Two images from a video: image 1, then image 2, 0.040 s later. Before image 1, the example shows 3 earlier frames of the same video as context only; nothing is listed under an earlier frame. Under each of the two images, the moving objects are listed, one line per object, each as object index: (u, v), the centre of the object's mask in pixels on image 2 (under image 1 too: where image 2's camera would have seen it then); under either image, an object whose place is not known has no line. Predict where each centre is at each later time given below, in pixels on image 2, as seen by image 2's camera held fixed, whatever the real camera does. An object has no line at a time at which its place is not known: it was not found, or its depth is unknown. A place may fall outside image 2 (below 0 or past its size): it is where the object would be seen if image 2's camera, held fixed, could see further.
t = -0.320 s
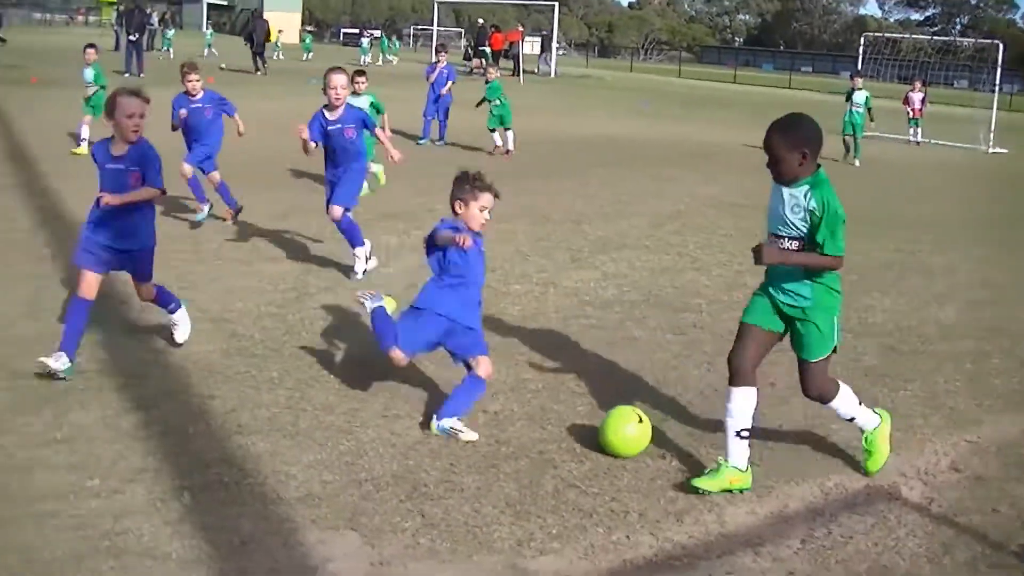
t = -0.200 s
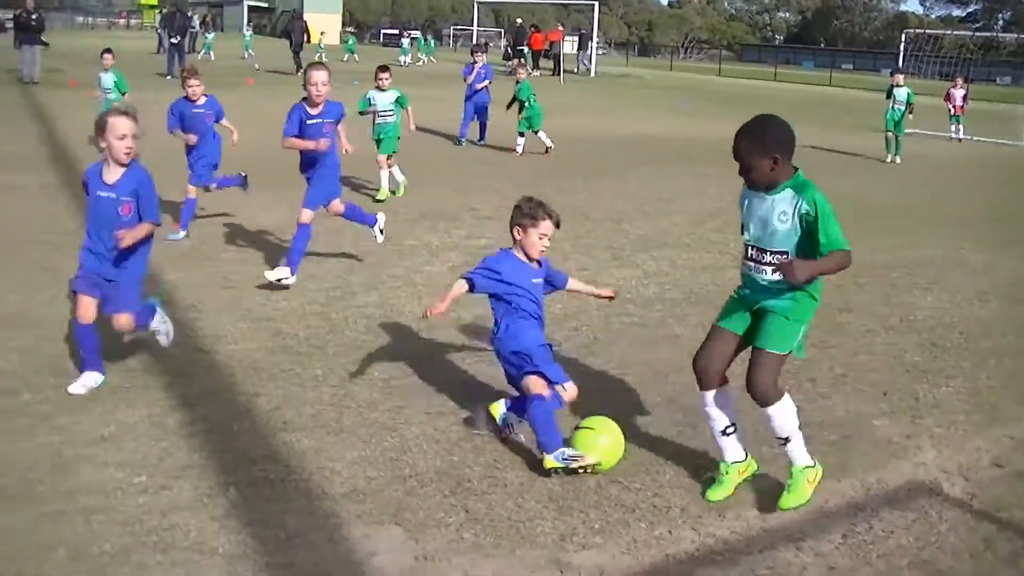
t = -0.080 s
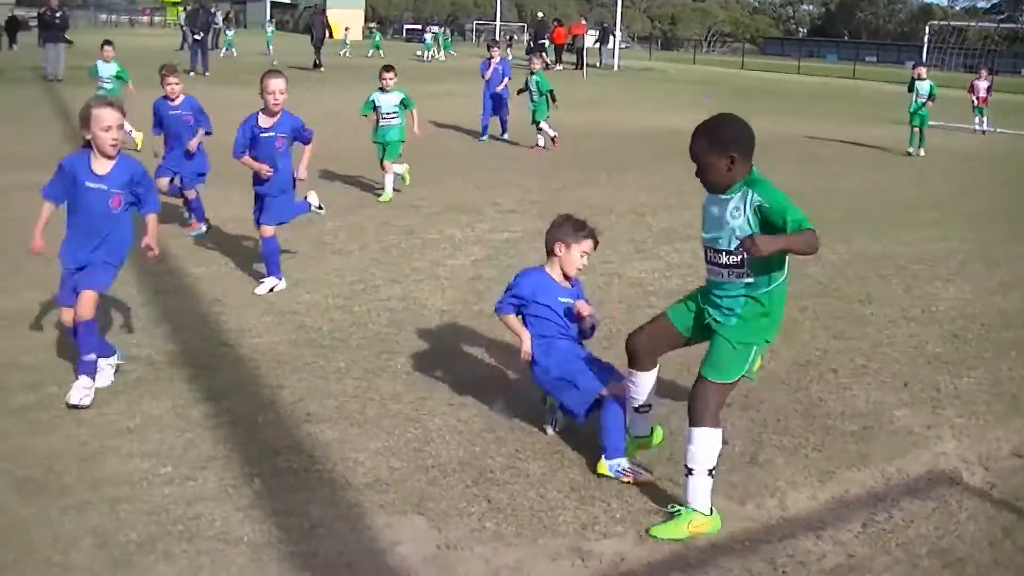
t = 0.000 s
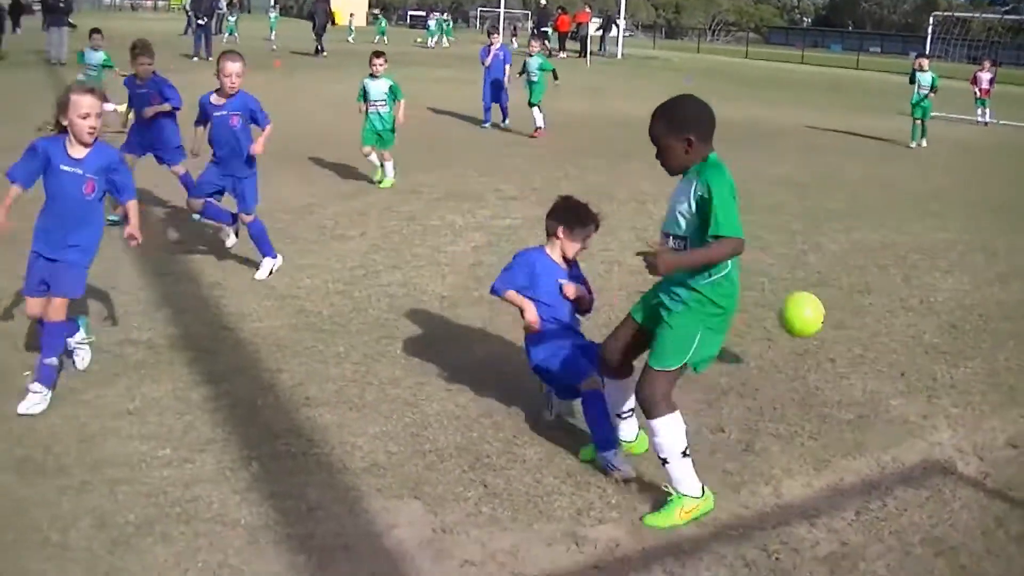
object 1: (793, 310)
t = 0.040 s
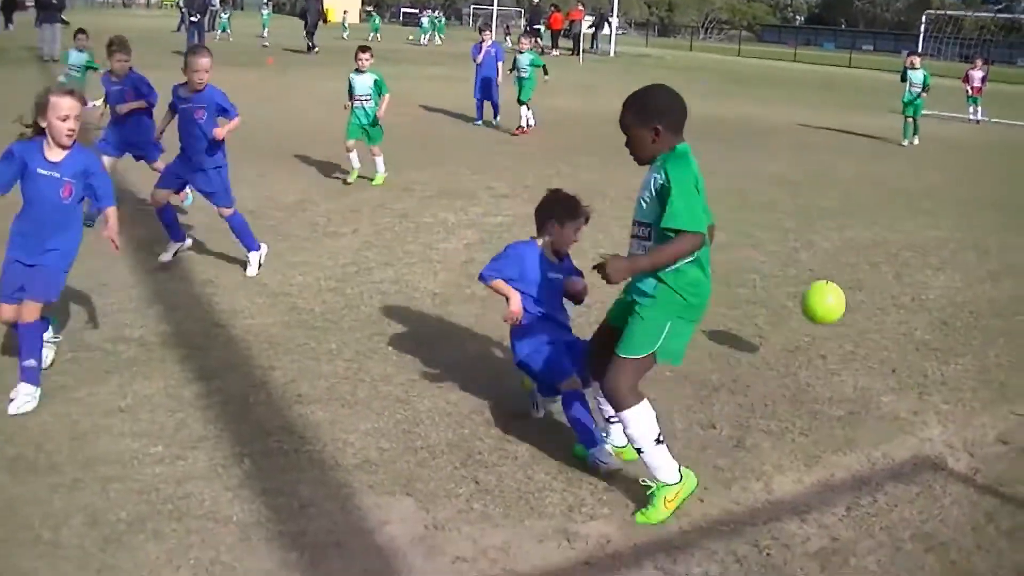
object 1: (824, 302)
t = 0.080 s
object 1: (851, 297)
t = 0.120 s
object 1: (875, 295)
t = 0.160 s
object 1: (899, 298)
